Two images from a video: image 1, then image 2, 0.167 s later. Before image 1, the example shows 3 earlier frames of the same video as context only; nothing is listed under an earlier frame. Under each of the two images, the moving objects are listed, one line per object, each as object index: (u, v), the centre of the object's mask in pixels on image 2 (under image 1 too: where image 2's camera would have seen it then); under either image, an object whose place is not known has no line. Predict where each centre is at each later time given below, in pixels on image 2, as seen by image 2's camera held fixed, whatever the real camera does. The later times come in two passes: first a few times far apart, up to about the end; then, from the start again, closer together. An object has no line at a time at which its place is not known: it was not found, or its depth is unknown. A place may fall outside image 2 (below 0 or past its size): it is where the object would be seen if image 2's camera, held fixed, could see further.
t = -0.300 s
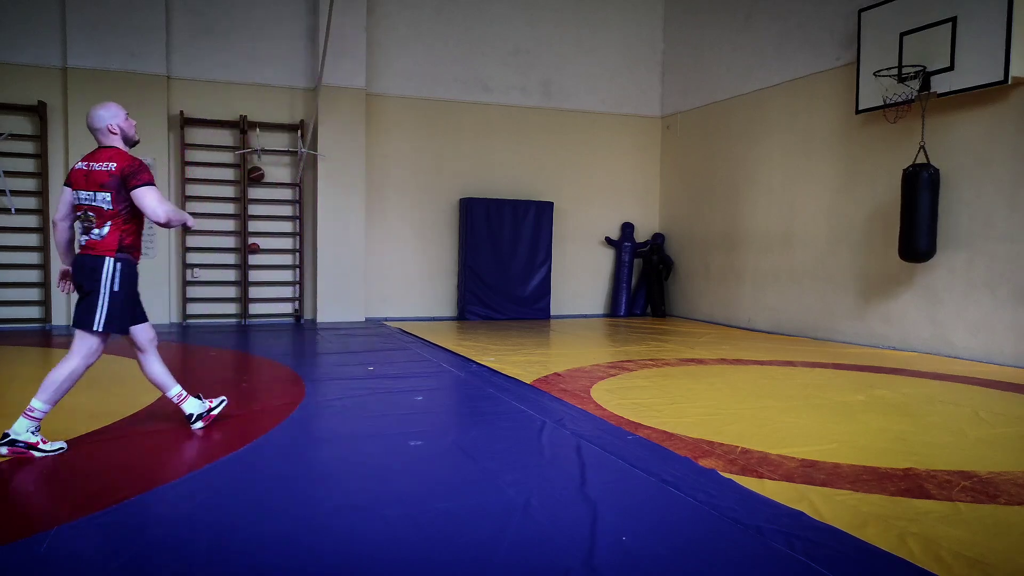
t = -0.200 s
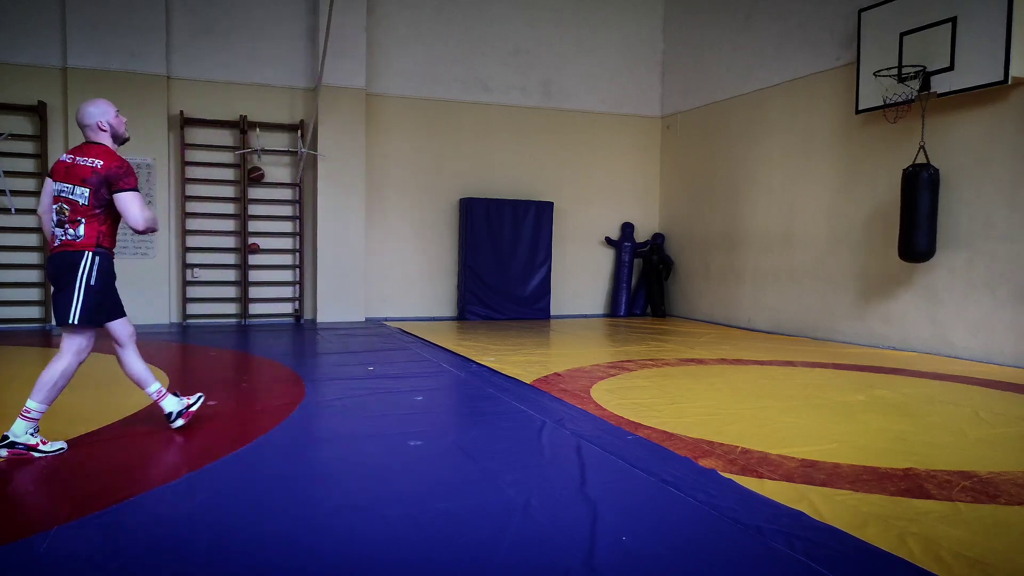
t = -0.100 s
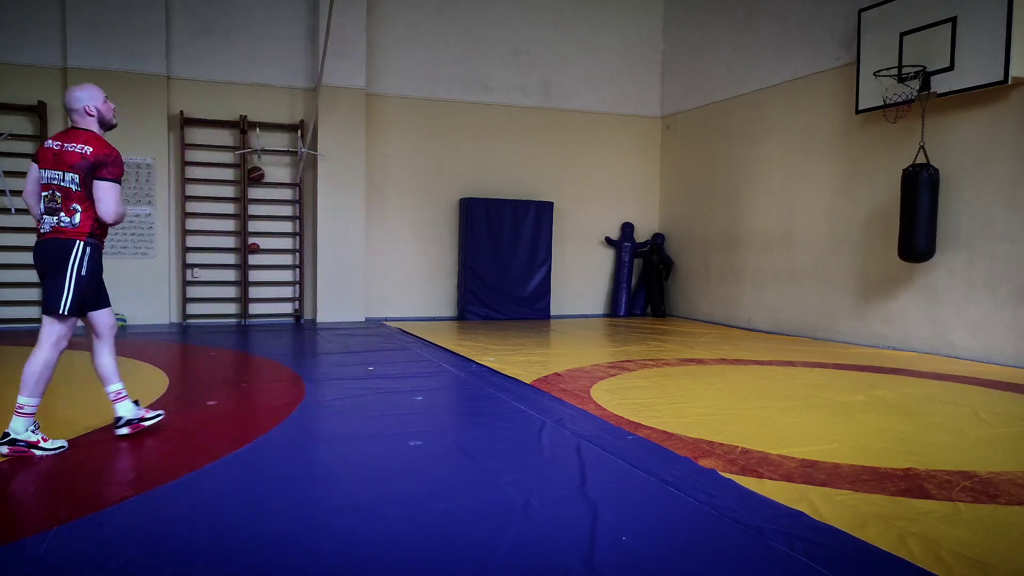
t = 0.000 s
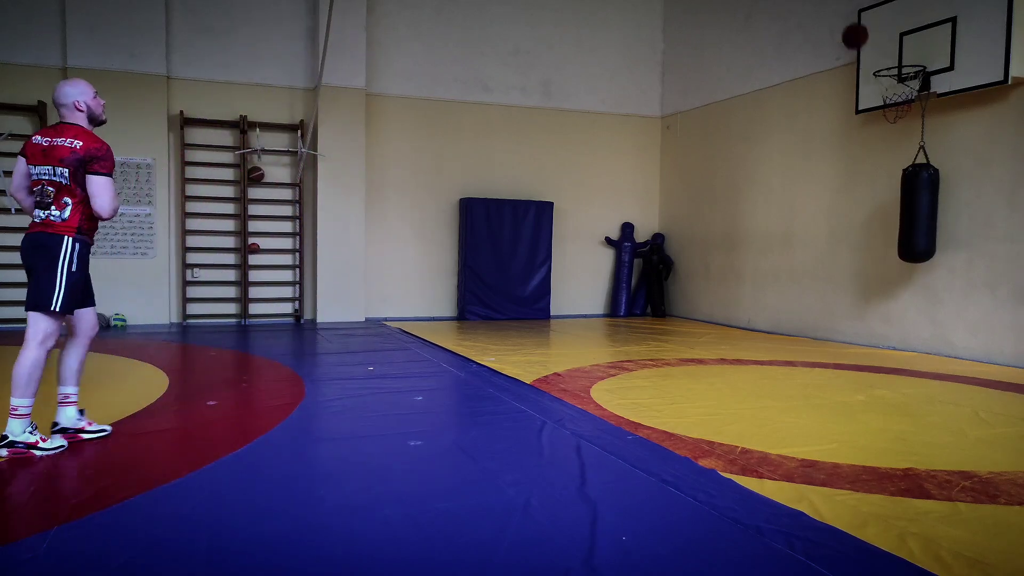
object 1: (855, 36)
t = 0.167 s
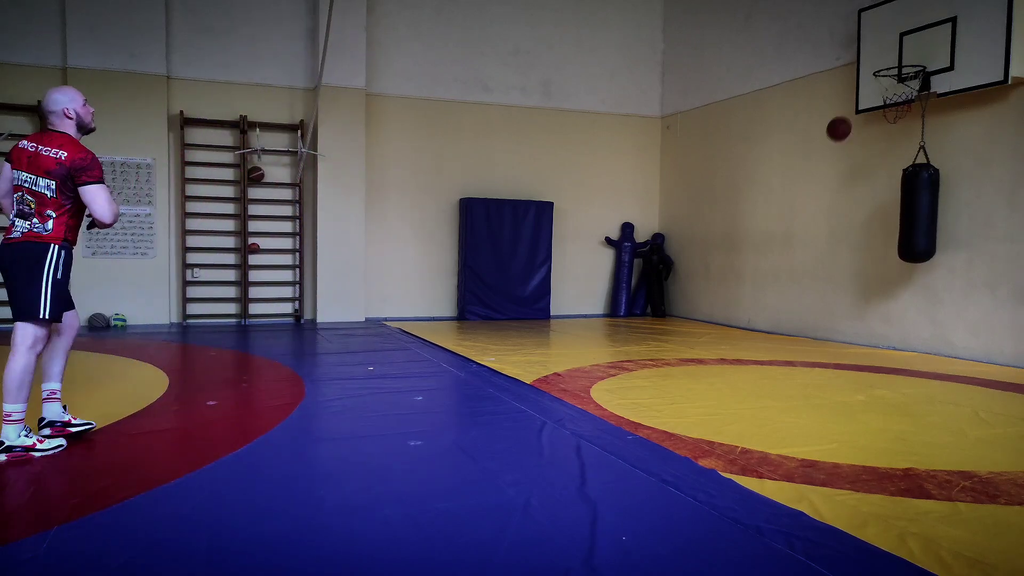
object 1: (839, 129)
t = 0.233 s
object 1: (821, 168)
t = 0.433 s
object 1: (770, 306)
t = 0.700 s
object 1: (715, 249)
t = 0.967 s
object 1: (658, 183)
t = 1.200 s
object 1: (607, 176)
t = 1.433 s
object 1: (557, 220)
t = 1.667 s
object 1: (506, 312)
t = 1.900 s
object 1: (460, 286)
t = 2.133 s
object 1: (415, 256)
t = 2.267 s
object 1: (389, 261)
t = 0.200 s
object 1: (830, 148)
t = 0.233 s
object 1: (821, 168)
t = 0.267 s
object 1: (812, 189)
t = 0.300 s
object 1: (803, 211)
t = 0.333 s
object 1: (795, 234)
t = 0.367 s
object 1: (787, 257)
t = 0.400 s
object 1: (779, 281)
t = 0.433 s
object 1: (770, 306)
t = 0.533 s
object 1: (749, 321)
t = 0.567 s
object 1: (742, 304)
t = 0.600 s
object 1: (735, 289)
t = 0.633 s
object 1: (728, 274)
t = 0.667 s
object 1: (722, 261)
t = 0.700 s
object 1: (715, 249)
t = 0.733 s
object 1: (707, 237)
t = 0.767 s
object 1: (701, 226)
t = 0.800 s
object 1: (694, 216)
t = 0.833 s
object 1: (686, 208)
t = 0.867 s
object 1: (679, 200)
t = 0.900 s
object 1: (672, 193)
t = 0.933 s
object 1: (665, 187)
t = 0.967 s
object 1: (658, 183)
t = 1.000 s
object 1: (651, 179)
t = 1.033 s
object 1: (644, 176)
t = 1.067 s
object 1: (637, 174)
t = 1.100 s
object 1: (629, 173)
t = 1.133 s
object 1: (622, 173)
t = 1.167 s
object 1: (615, 174)
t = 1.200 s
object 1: (607, 176)
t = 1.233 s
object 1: (600, 180)
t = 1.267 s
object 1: (593, 184)
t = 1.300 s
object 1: (585, 189)
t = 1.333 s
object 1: (578, 195)
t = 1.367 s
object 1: (571, 202)
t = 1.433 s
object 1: (557, 220)
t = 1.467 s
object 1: (549, 230)
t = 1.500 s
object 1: (542, 241)
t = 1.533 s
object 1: (535, 254)
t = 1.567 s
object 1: (528, 267)
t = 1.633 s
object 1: (513, 296)
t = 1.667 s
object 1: (506, 312)
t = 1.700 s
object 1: (498, 330)
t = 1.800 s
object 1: (479, 312)
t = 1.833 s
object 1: (473, 302)
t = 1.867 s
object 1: (467, 293)
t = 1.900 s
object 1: (460, 286)
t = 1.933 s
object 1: (454, 278)
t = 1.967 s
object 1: (447, 272)
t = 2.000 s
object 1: (441, 267)
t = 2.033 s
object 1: (434, 263)
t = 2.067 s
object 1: (428, 259)
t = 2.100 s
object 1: (422, 257)
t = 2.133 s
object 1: (415, 256)
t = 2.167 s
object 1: (409, 256)
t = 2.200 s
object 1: (402, 257)
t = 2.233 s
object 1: (396, 258)
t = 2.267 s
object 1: (389, 261)
